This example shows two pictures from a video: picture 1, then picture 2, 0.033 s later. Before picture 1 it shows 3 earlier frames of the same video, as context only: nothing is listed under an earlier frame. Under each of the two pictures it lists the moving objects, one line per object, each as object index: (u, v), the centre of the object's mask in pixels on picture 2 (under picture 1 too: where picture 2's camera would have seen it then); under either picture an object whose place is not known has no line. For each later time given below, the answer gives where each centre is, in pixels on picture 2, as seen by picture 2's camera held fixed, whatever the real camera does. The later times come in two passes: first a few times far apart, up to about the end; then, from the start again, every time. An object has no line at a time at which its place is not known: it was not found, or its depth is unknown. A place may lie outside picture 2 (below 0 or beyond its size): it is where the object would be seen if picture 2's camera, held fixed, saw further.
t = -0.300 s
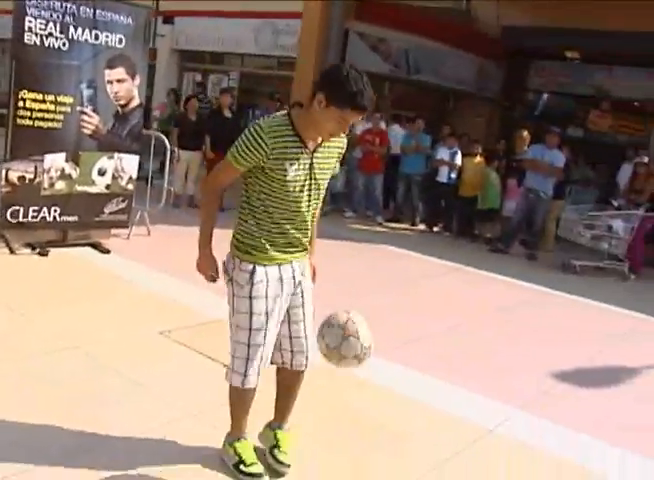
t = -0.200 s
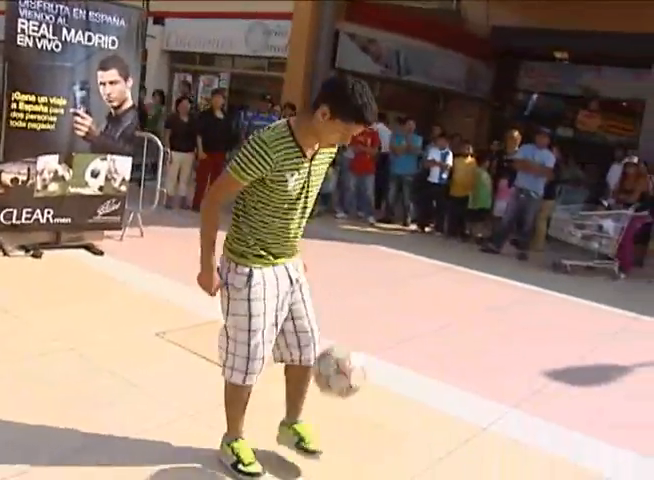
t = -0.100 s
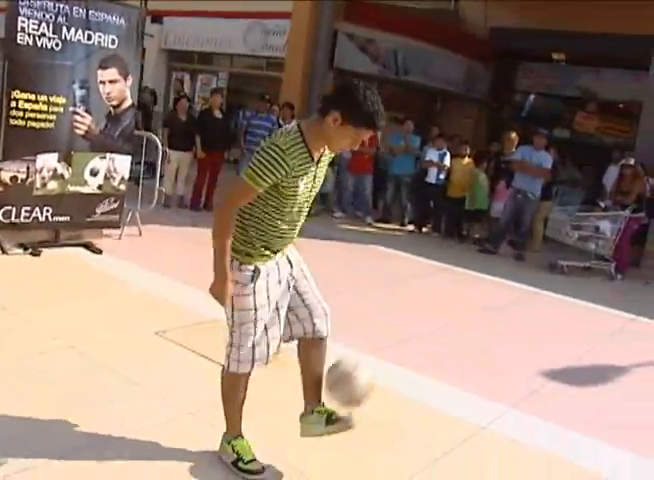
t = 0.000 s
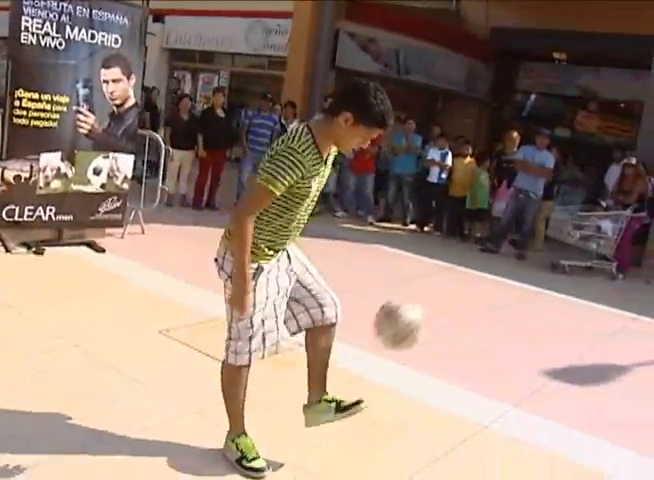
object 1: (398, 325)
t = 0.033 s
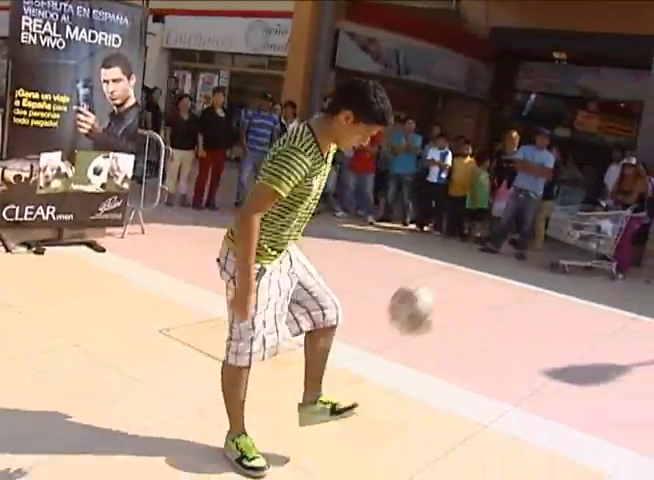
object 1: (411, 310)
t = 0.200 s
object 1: (473, 279)
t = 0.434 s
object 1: (529, 334)
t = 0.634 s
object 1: (553, 416)
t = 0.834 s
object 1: (586, 350)
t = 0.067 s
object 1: (425, 299)
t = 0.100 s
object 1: (439, 290)
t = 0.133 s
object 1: (451, 284)
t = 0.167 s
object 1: (461, 280)
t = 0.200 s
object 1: (473, 279)
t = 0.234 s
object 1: (483, 281)
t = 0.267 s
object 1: (492, 284)
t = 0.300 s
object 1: (501, 290)
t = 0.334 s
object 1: (508, 298)
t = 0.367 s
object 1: (515, 310)
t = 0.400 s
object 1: (522, 322)
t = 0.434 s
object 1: (529, 334)
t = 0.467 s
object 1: (533, 352)
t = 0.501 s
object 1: (538, 369)
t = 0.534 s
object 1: (541, 386)
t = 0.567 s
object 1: (543, 407)
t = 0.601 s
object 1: (547, 430)
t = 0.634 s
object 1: (553, 416)
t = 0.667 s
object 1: (560, 399)
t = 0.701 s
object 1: (568, 386)
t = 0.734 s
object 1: (574, 374)
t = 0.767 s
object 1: (578, 365)
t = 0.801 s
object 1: (582, 357)
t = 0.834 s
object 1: (586, 350)
